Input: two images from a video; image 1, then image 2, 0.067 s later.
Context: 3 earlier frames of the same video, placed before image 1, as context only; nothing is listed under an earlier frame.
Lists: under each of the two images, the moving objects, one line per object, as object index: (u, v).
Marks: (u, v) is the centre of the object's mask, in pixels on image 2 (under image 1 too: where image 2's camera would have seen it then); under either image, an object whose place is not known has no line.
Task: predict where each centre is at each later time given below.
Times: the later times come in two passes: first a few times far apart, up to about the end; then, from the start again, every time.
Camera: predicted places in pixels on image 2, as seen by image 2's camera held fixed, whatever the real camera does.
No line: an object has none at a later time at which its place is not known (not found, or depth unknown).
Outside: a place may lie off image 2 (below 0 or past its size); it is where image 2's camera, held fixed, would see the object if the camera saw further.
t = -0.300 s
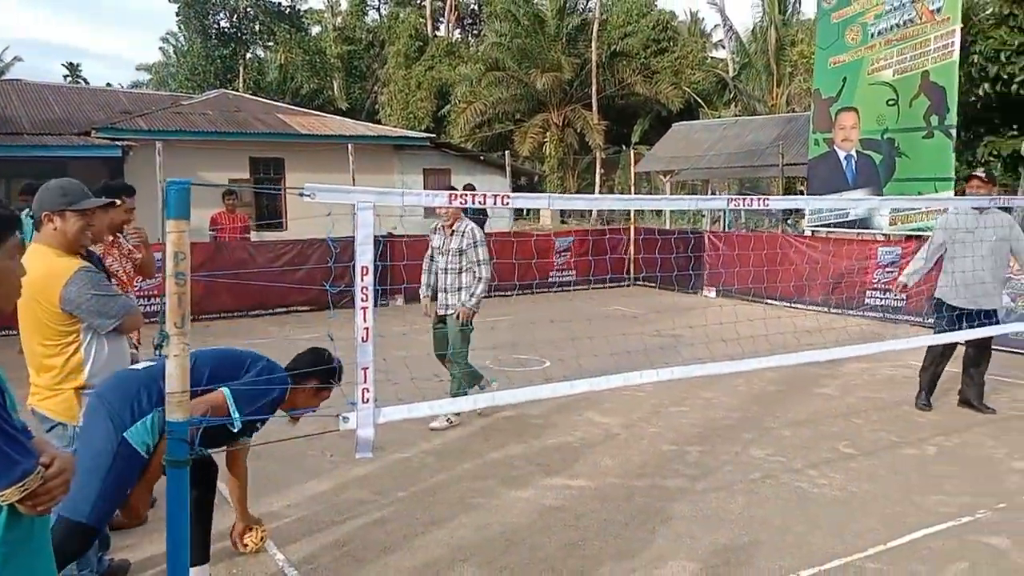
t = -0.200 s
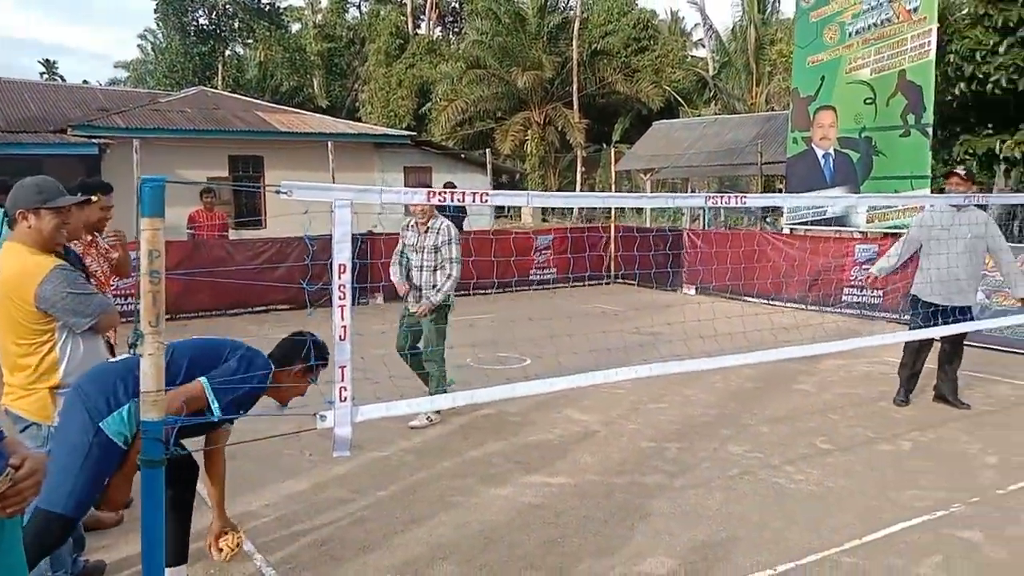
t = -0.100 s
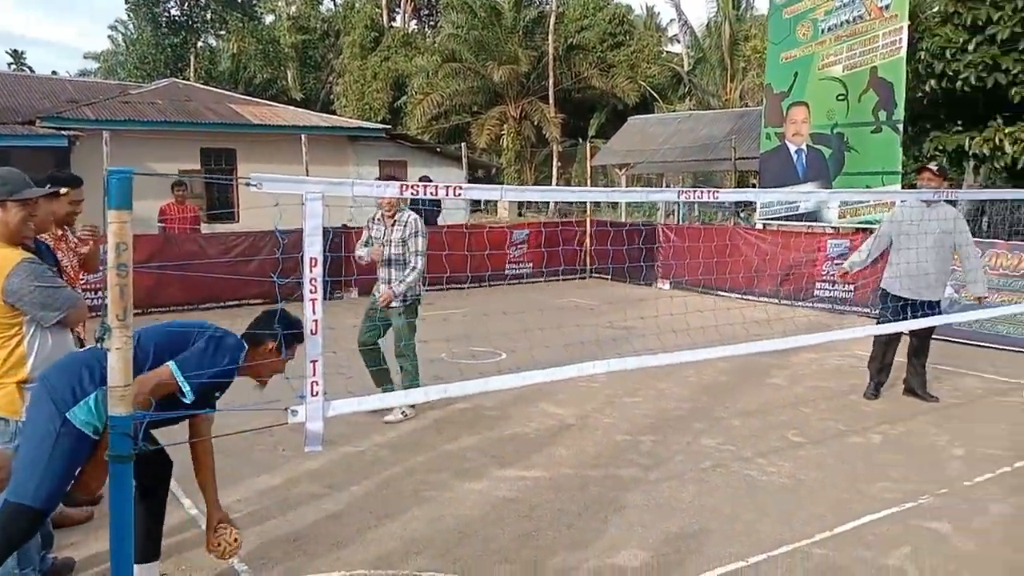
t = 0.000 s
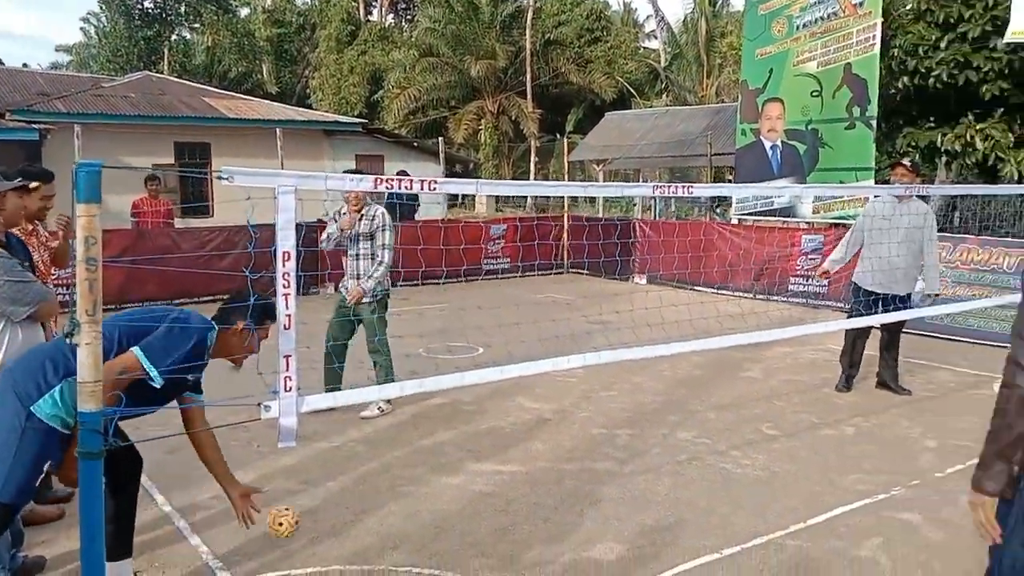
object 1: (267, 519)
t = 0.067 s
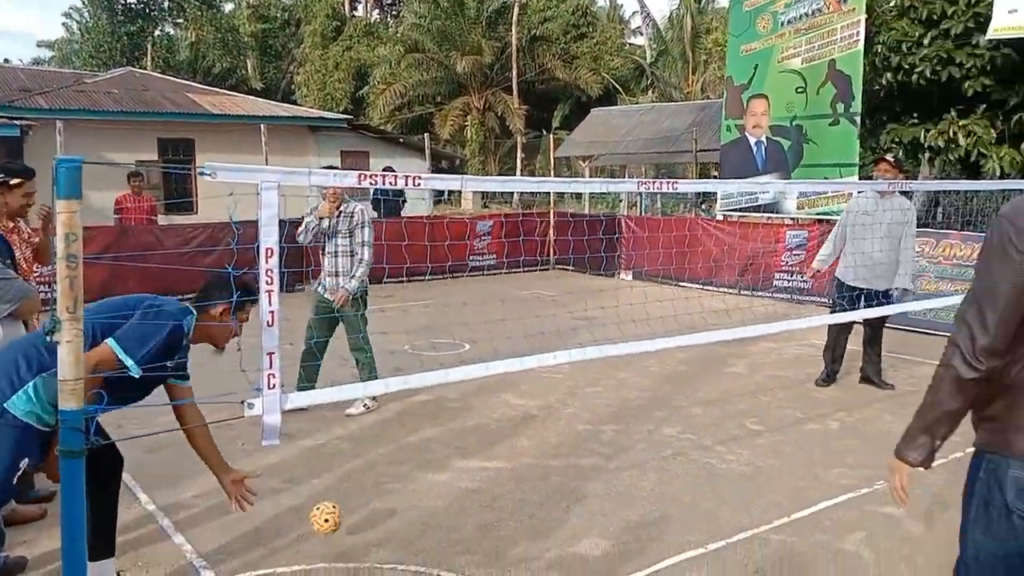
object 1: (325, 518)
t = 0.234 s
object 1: (427, 513)
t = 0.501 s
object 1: (543, 501)
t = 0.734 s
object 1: (630, 489)
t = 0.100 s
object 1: (354, 521)
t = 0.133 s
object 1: (379, 525)
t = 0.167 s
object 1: (396, 518)
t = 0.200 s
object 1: (411, 515)
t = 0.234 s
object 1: (427, 513)
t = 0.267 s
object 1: (442, 515)
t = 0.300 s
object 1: (458, 514)
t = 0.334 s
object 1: (472, 510)
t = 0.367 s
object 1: (487, 508)
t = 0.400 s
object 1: (502, 507)
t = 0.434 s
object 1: (516, 504)
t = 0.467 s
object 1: (529, 503)
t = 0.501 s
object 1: (543, 501)
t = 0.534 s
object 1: (557, 498)
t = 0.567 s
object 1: (570, 497)
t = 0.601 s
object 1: (582, 495)
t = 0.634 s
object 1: (594, 493)
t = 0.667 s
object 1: (605, 492)
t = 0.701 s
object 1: (618, 491)
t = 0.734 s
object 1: (630, 489)
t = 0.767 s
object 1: (642, 487)
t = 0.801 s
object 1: (653, 486)
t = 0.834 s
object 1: (664, 485)
